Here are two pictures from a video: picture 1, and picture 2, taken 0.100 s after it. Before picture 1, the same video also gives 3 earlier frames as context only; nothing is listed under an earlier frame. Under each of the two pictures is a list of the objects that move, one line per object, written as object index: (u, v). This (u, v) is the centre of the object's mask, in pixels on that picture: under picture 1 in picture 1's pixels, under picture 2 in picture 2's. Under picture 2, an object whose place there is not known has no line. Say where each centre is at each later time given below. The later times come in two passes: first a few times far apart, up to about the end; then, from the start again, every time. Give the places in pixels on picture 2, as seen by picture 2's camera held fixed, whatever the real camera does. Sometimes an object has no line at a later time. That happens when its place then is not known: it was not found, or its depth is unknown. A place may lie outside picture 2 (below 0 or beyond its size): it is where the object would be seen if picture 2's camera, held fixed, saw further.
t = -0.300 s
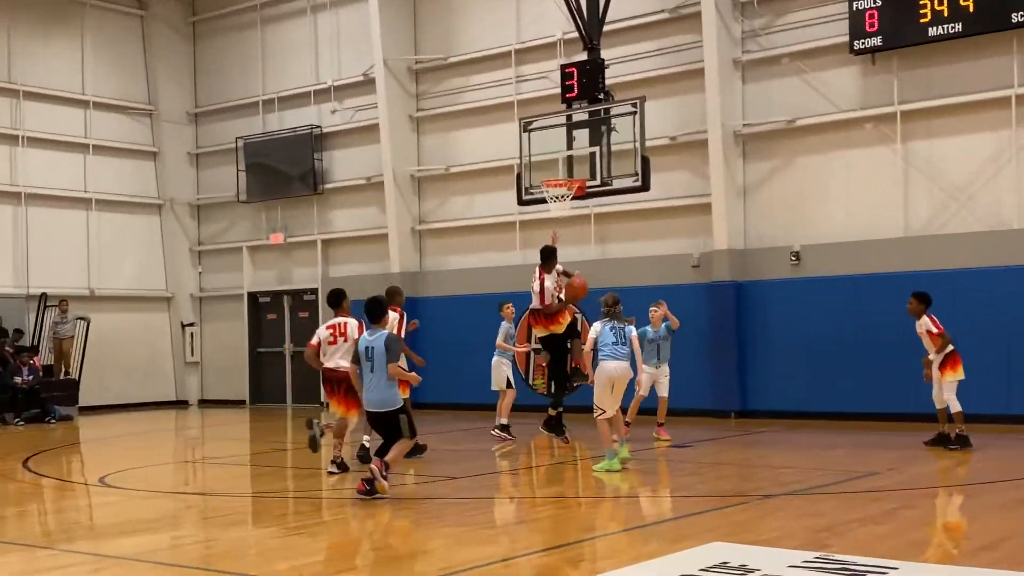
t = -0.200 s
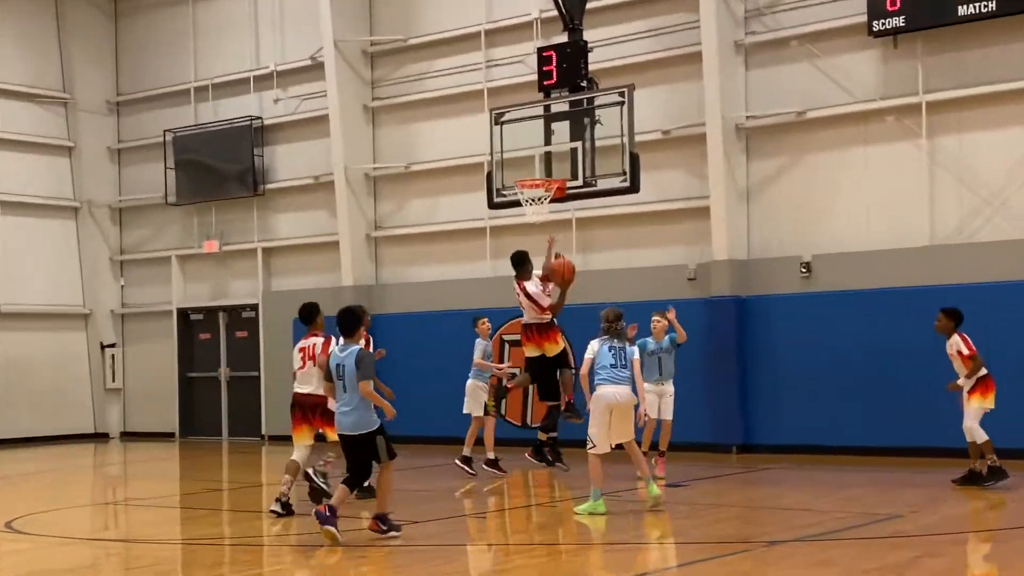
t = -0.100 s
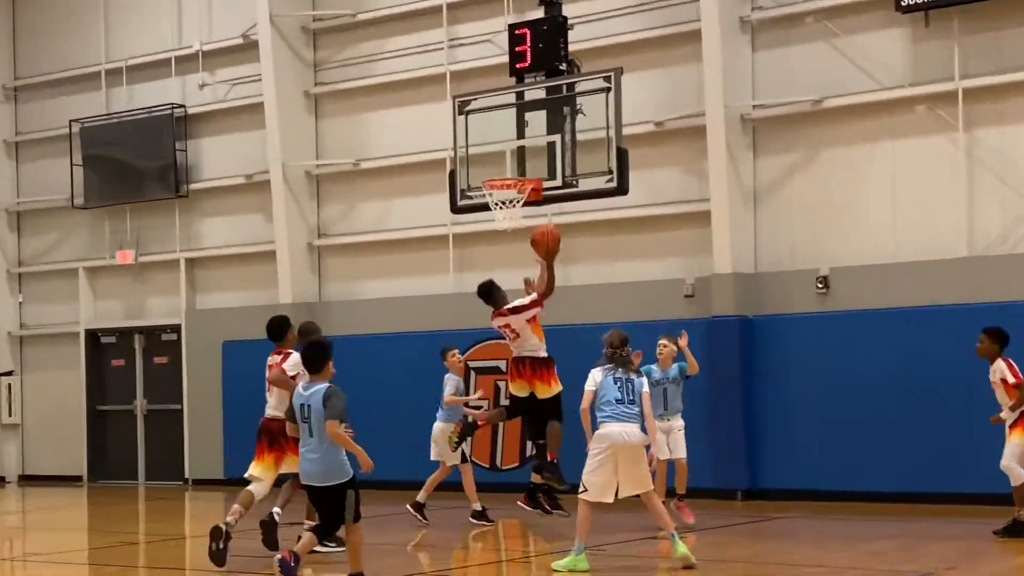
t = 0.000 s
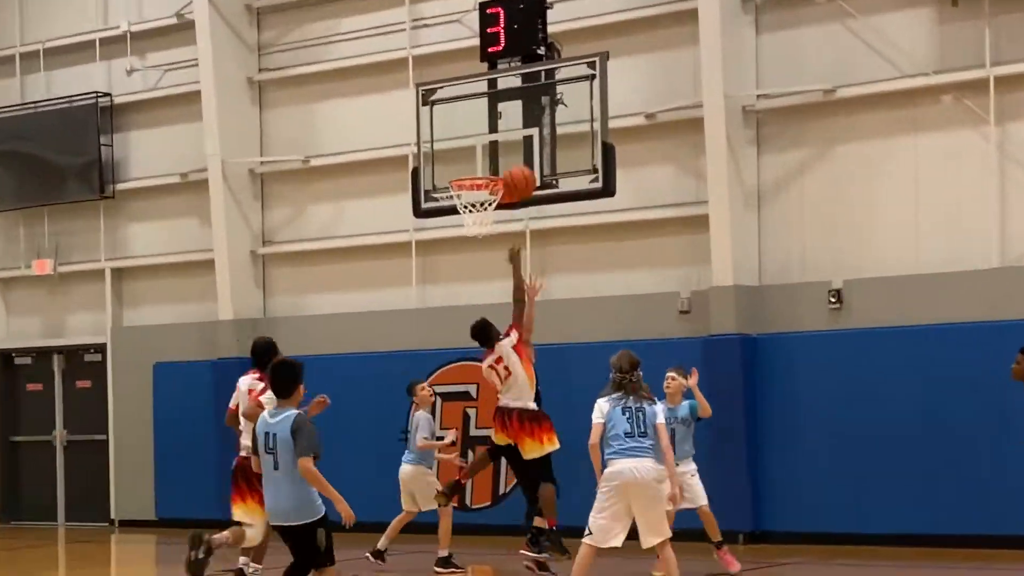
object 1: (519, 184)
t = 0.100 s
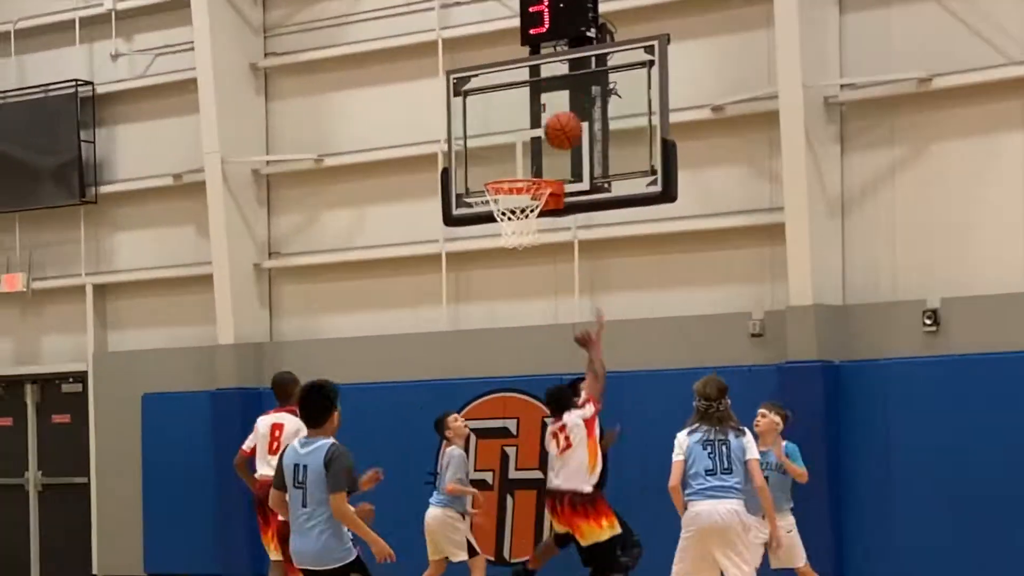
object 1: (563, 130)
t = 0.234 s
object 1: (561, 84)
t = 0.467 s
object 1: (560, 74)
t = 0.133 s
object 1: (563, 116)
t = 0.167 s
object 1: (562, 103)
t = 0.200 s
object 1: (561, 93)
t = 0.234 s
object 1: (561, 84)
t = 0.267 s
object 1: (561, 78)
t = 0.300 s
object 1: (561, 73)
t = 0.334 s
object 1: (560, 72)
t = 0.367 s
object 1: (560, 71)
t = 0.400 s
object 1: (560, 70)
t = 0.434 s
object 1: (560, 71)
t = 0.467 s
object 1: (560, 74)
